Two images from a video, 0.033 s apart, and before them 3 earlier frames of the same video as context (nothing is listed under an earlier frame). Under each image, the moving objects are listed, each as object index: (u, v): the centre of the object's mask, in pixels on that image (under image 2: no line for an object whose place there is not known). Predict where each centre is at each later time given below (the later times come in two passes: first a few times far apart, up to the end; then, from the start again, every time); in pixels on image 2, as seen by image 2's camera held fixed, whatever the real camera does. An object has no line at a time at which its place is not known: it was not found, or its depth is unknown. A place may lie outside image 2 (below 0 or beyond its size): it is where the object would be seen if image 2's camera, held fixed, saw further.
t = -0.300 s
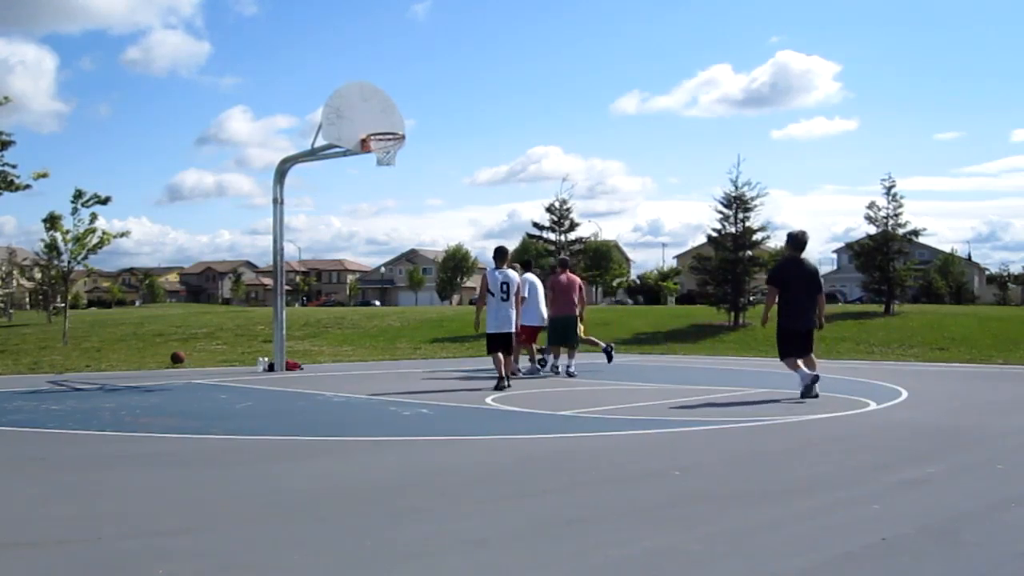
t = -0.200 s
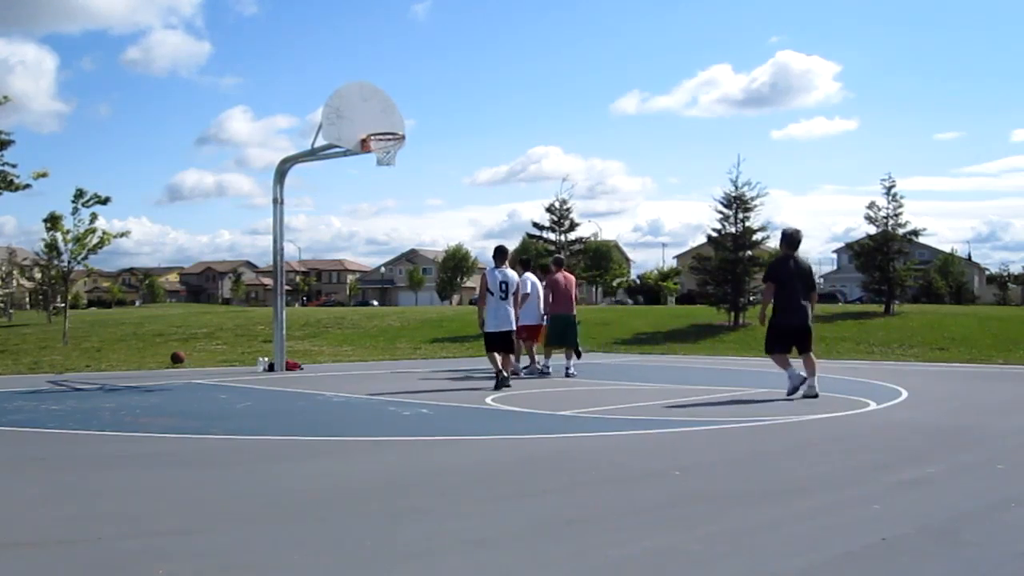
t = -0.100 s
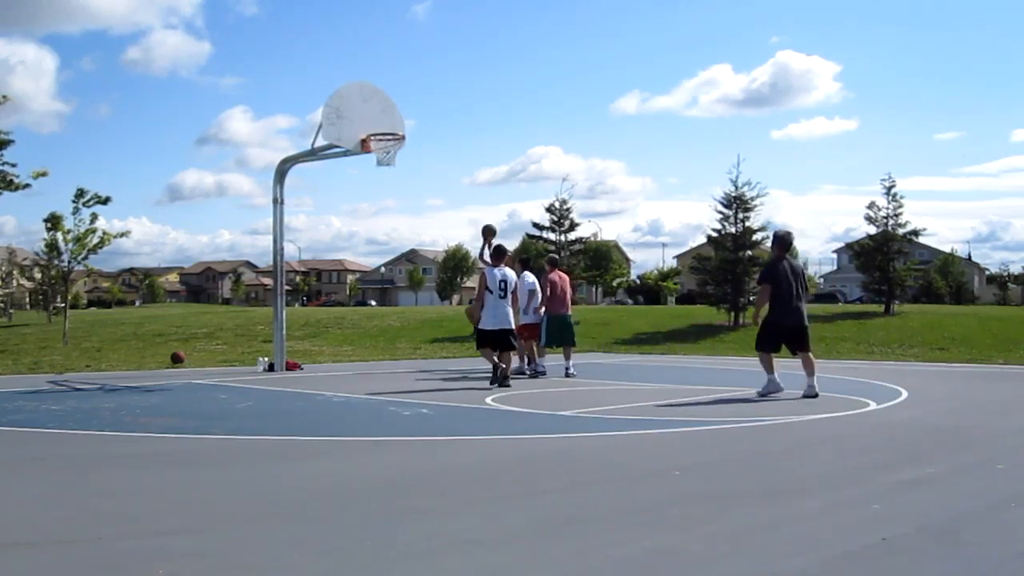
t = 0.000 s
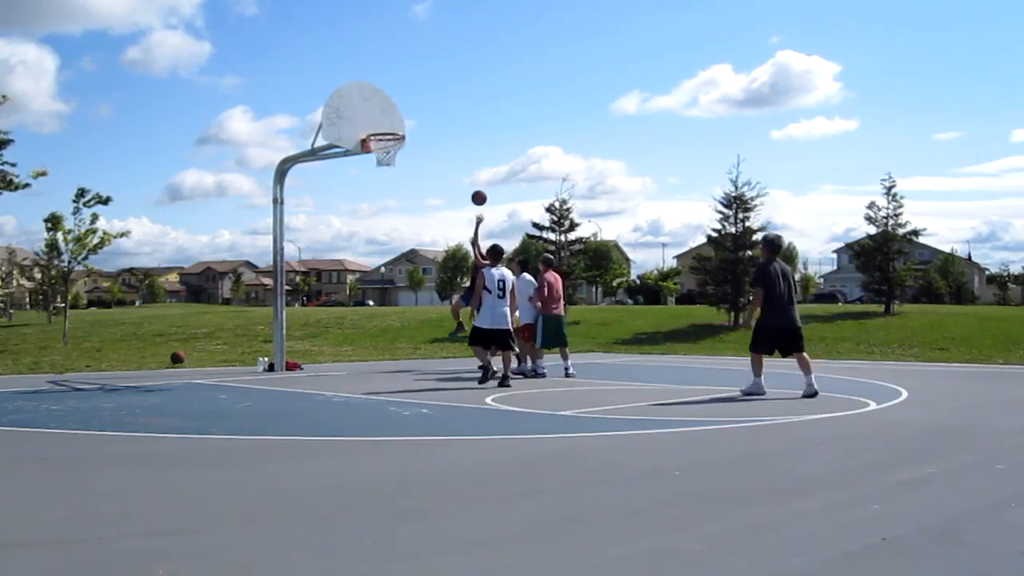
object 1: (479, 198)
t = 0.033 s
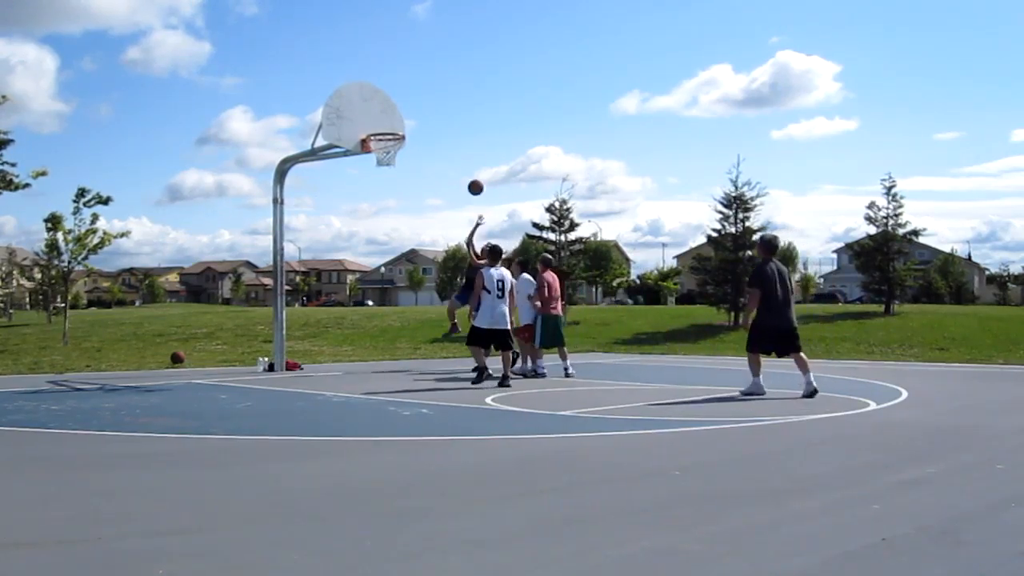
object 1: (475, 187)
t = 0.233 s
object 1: (454, 138)
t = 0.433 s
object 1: (431, 114)
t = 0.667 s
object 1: (403, 123)
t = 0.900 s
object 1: (375, 123)
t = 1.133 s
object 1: (361, 124)
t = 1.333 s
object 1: (357, 131)
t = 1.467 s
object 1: (355, 154)
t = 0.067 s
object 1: (472, 177)
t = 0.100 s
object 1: (468, 168)
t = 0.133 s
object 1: (465, 160)
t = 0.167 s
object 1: (461, 152)
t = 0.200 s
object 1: (458, 145)
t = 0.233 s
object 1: (454, 138)
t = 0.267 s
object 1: (450, 133)
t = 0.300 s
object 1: (447, 128)
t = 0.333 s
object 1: (443, 123)
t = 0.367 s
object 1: (439, 120)
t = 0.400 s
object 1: (435, 116)
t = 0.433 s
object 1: (431, 114)
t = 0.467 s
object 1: (427, 113)
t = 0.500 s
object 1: (423, 113)
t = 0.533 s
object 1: (420, 113)
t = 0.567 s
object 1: (415, 114)
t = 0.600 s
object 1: (411, 116)
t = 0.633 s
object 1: (407, 119)
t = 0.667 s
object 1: (403, 123)
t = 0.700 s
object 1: (398, 126)
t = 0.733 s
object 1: (394, 126)
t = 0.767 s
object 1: (390, 127)
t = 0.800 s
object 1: (386, 129)
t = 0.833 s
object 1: (382, 126)
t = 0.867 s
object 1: (378, 124)
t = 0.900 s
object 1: (375, 123)
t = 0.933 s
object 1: (371, 122)
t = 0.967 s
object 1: (368, 123)
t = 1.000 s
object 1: (364, 124)
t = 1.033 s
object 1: (360, 126)
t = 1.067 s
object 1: (362, 127)
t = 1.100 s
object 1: (362, 126)
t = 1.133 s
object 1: (361, 124)
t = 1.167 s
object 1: (361, 123)
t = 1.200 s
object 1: (360, 123)
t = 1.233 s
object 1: (359, 123)
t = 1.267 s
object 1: (359, 125)
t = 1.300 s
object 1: (358, 128)
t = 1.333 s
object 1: (357, 131)
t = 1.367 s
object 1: (357, 135)
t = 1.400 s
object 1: (356, 141)
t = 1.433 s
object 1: (355, 146)
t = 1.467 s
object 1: (355, 154)
